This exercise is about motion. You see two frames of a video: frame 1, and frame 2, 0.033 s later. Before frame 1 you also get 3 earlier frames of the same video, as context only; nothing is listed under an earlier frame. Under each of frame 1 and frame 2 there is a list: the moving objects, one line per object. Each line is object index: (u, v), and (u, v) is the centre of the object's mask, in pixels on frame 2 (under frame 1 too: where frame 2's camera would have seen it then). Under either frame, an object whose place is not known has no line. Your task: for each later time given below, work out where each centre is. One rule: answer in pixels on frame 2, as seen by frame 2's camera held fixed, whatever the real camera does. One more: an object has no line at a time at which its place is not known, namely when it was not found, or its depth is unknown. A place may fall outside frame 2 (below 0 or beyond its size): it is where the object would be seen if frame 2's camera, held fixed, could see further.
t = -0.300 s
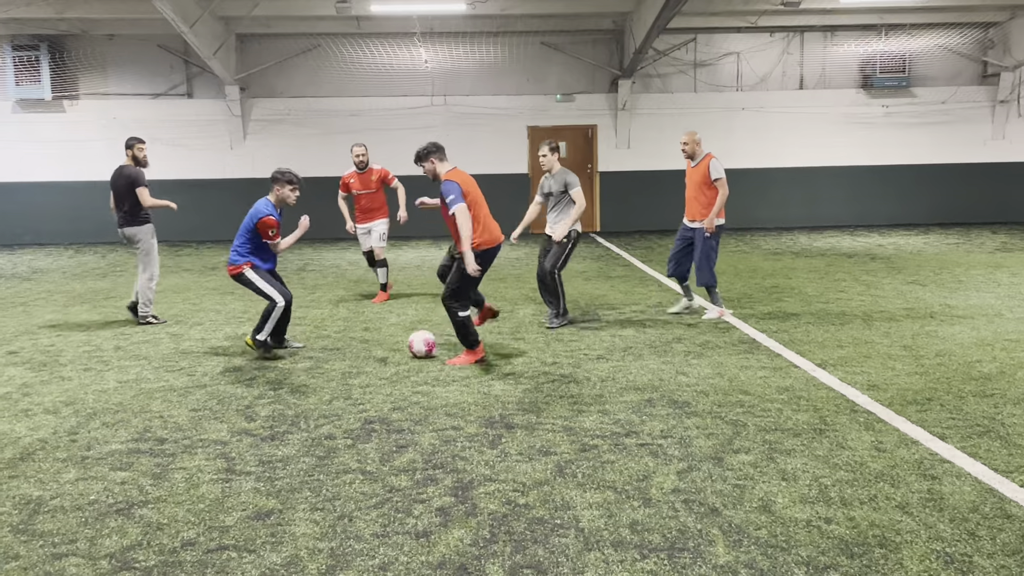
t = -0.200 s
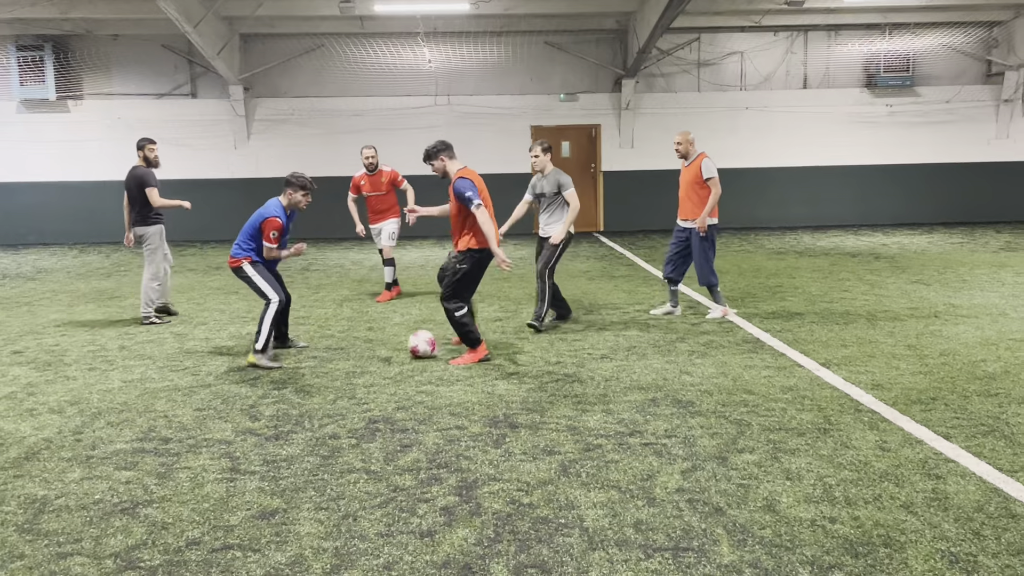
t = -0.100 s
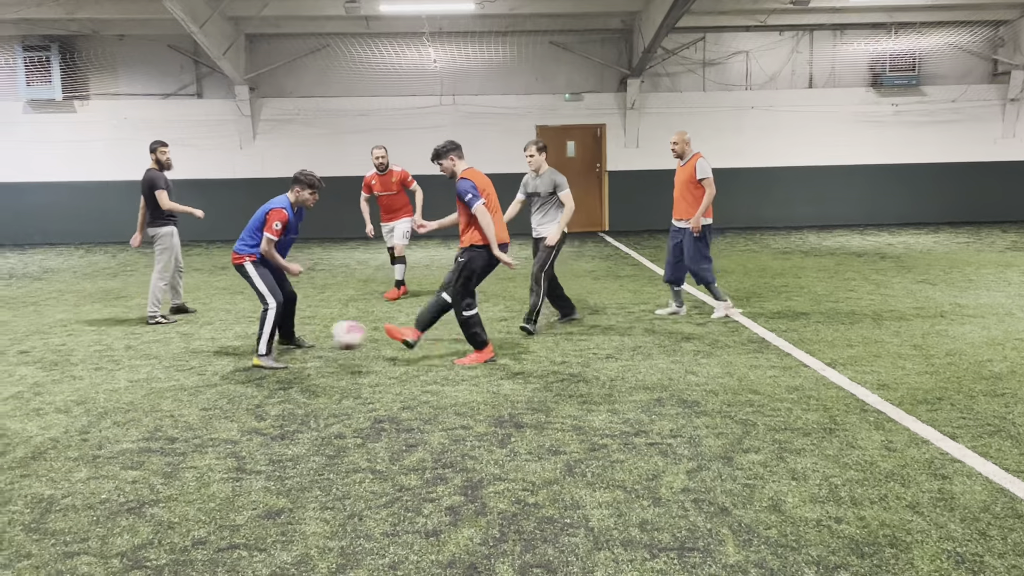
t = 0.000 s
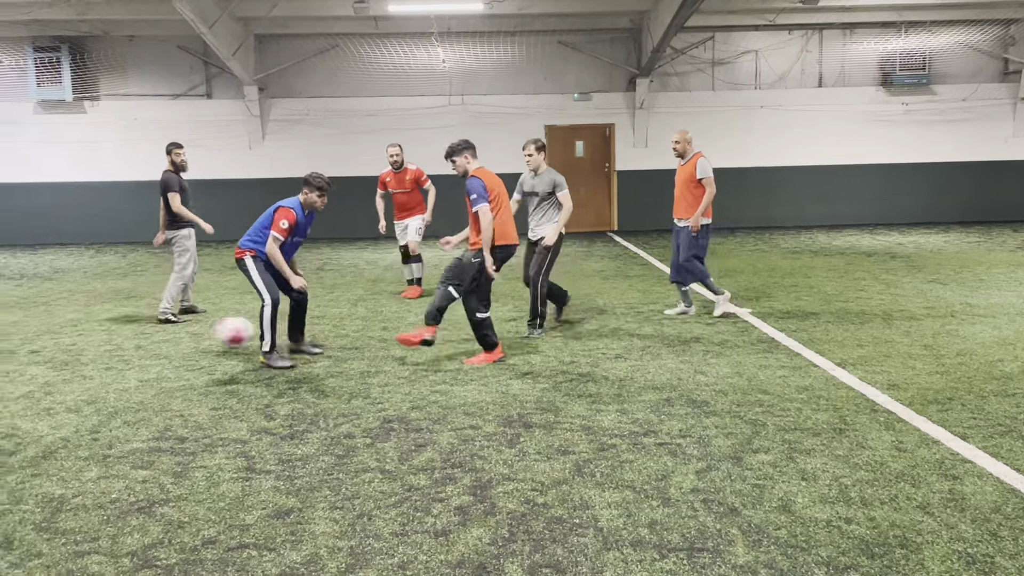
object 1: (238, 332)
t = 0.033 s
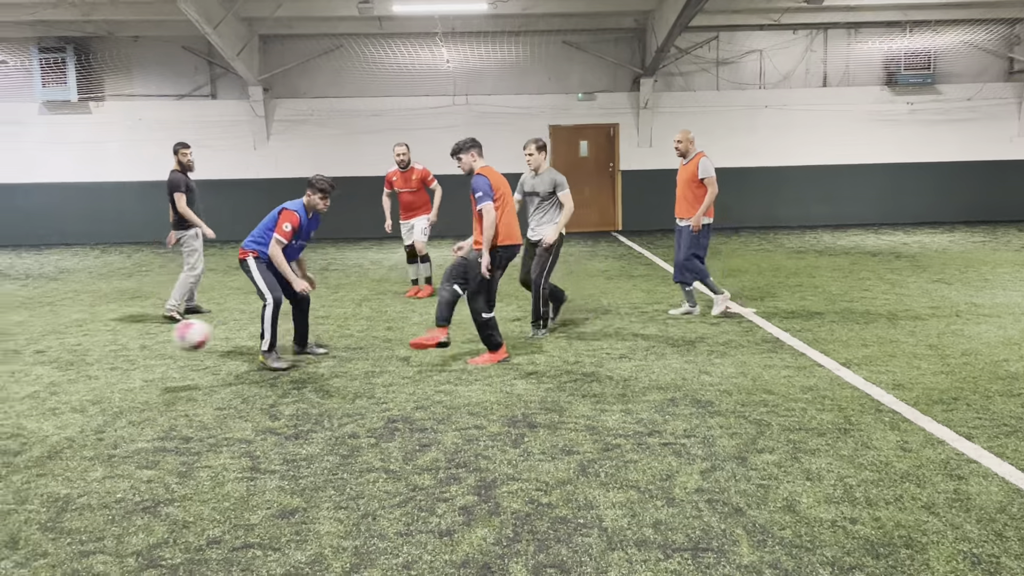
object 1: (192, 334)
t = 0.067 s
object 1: (148, 338)
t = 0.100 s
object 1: (96, 344)
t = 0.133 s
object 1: (45, 352)
